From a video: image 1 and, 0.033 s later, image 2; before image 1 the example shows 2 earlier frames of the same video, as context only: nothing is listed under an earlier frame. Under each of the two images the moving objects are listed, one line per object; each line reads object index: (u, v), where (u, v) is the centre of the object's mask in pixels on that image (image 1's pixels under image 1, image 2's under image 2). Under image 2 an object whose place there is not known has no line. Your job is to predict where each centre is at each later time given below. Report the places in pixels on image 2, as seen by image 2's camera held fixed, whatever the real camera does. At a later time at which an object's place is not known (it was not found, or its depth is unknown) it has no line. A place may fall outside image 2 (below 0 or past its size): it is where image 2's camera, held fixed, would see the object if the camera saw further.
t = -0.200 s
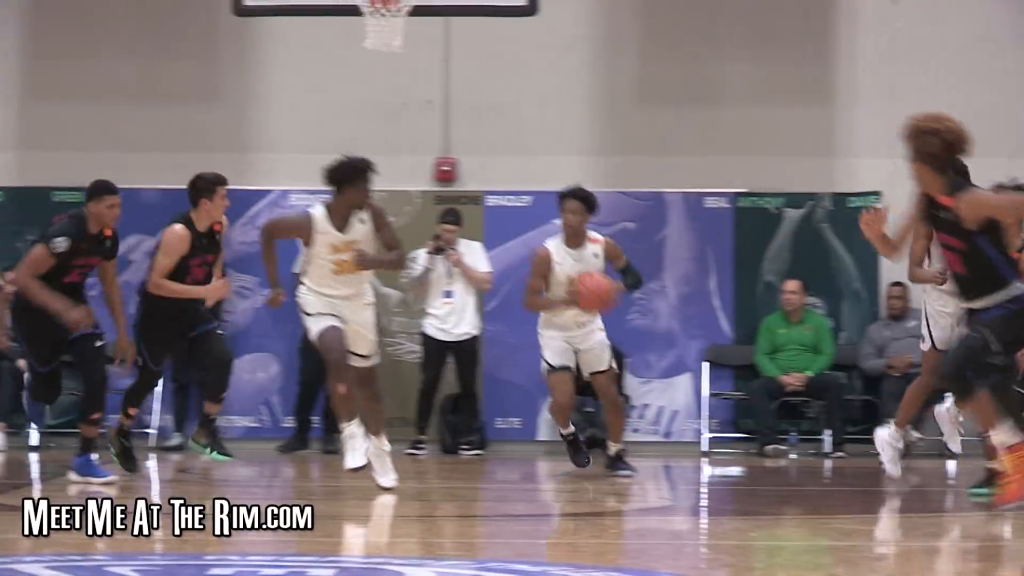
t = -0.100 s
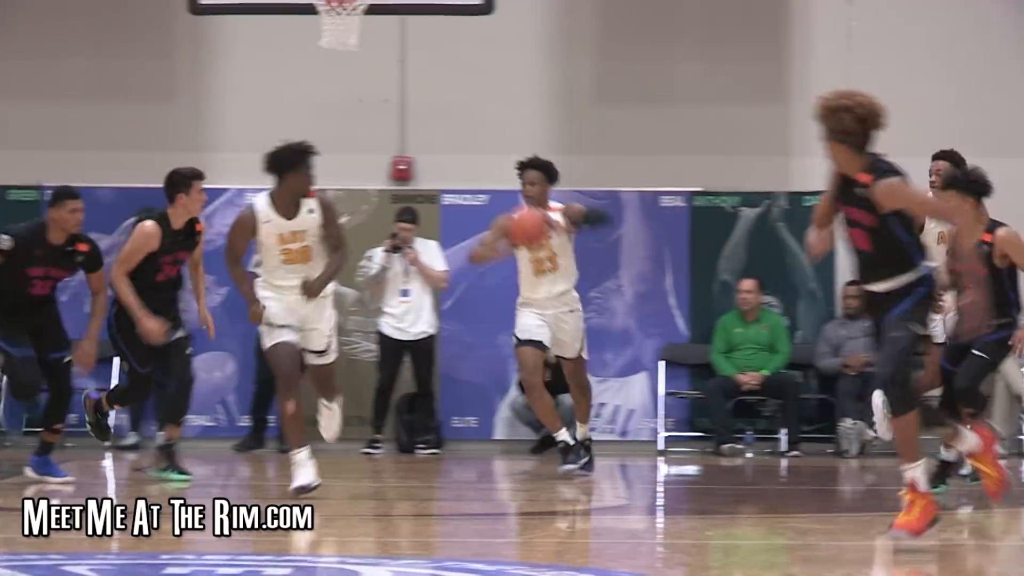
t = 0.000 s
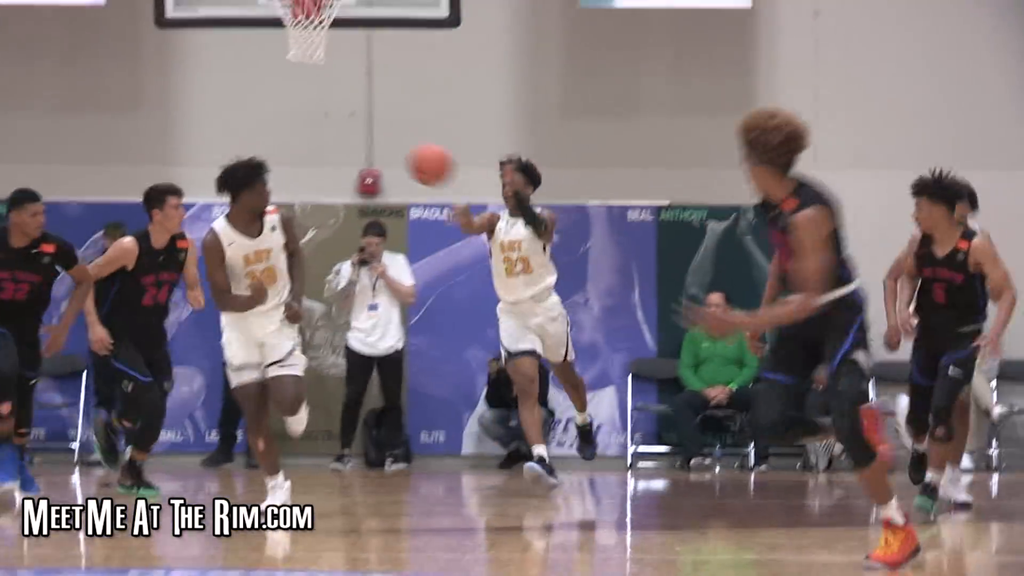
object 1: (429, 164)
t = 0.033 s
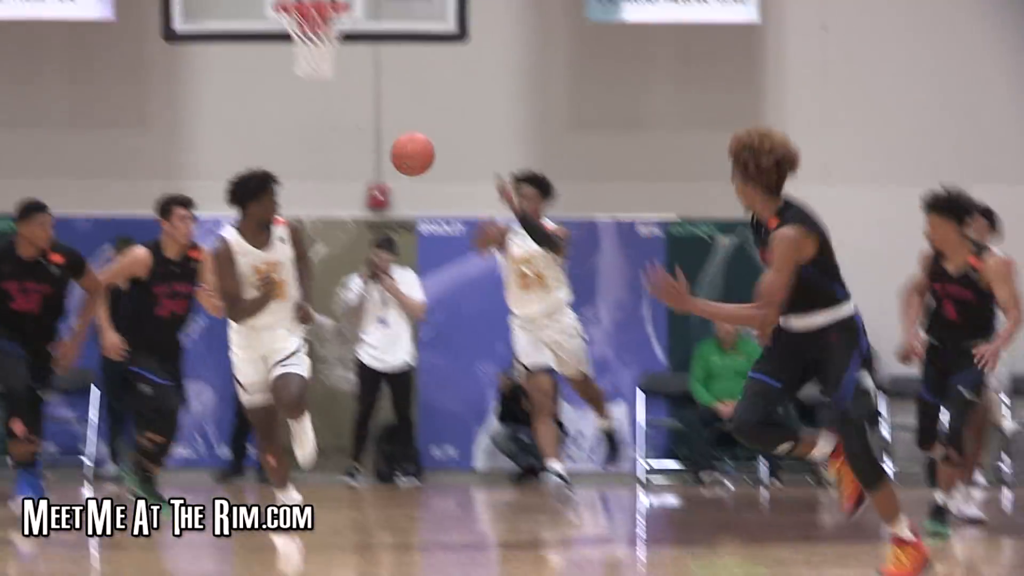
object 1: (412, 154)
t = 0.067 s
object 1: (384, 129)
